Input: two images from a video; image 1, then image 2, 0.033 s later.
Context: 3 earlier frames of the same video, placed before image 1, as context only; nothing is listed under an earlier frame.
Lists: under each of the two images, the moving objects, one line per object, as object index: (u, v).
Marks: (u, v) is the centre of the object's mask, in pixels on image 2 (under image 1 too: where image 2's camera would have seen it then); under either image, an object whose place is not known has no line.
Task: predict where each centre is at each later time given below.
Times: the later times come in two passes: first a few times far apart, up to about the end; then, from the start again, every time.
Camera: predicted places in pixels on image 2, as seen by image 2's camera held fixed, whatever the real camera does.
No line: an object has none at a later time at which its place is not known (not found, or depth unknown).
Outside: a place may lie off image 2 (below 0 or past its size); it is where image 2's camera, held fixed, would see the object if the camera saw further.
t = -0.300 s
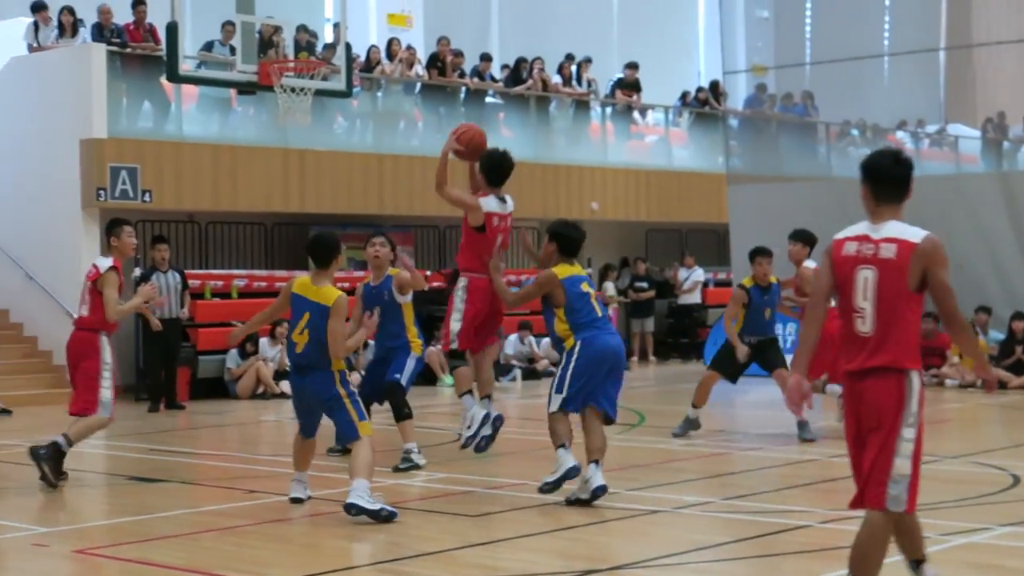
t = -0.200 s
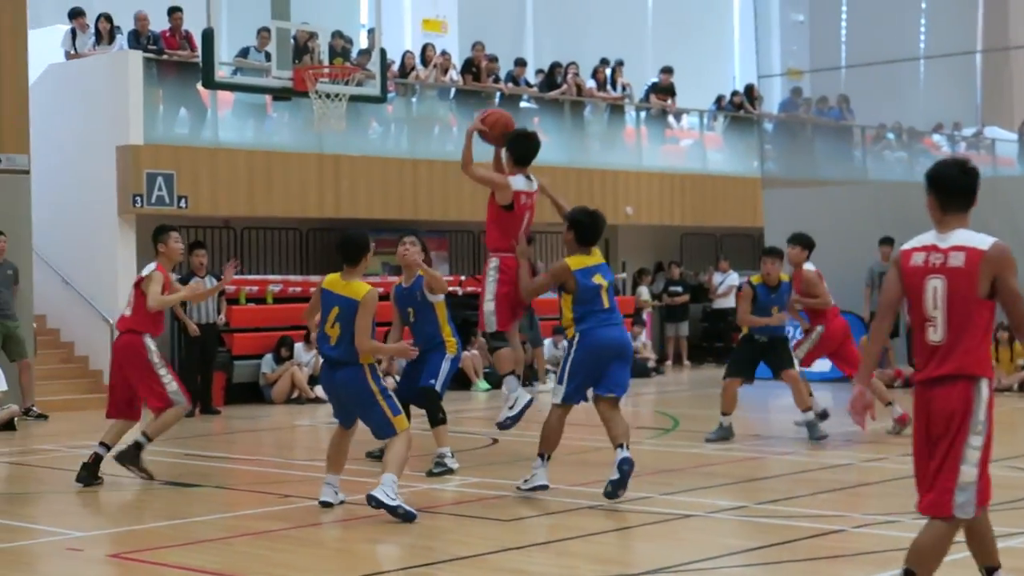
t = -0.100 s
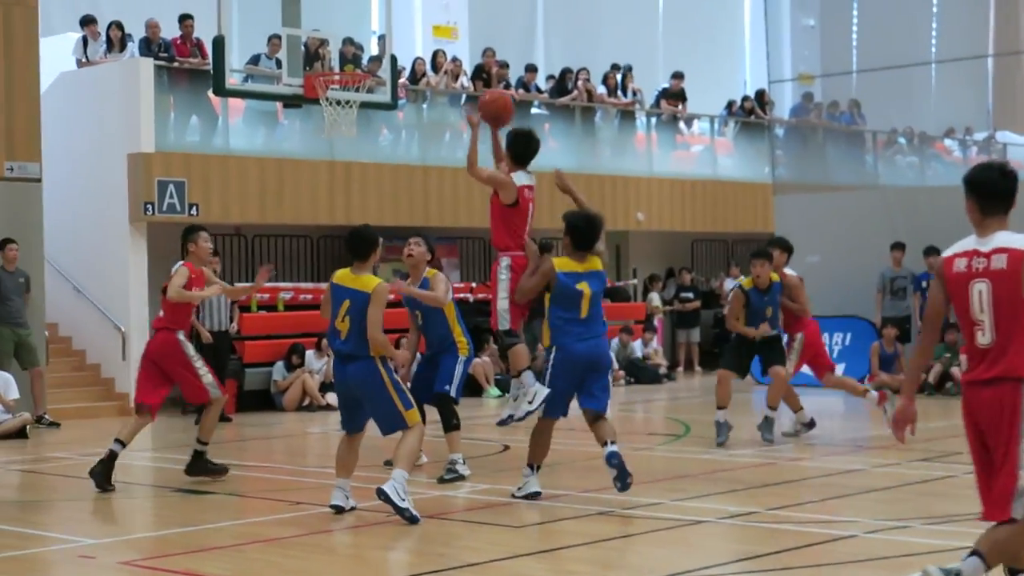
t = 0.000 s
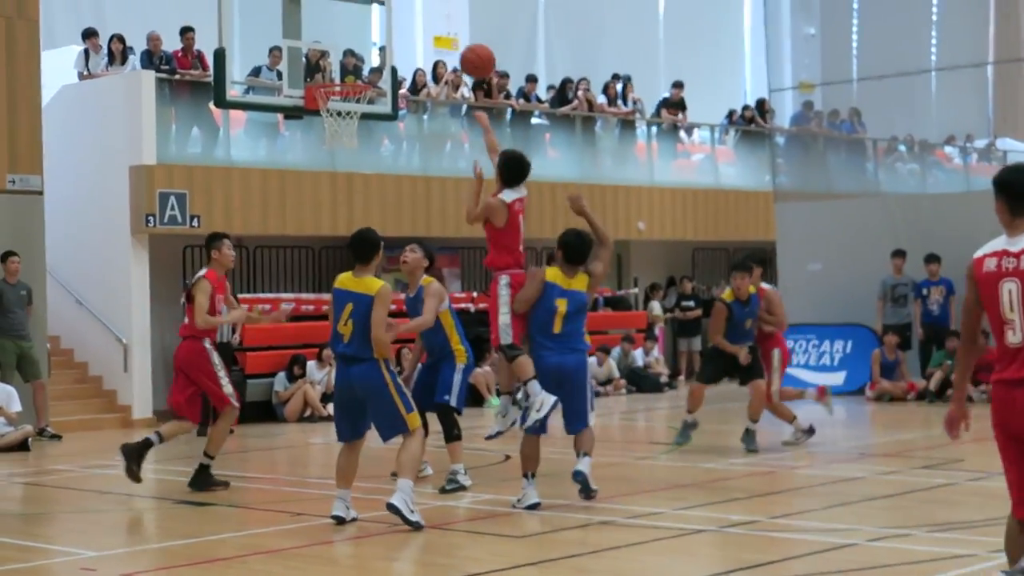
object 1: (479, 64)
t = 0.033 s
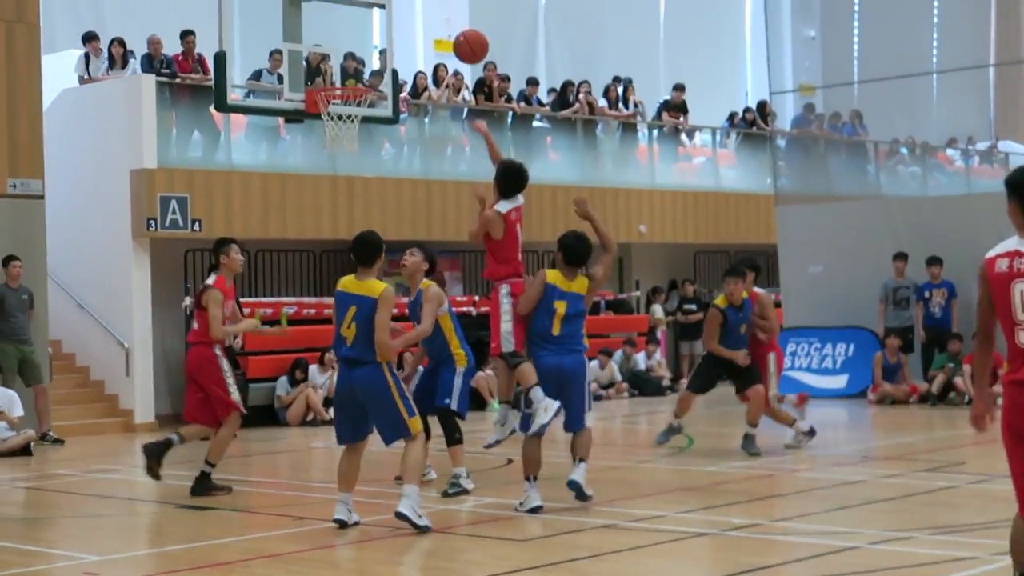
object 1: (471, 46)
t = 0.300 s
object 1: (421, -19)
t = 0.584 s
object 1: (379, 4)
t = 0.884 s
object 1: (339, 124)
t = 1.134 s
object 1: (300, 225)
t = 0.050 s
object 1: (467, 39)
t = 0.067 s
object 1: (464, 31)
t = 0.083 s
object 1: (461, 24)
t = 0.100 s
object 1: (458, 17)
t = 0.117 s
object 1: (455, 12)
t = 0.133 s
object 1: (451, 6)
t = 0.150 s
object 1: (448, 2)
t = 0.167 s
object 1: (445, -2)
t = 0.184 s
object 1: (442, -5)
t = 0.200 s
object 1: (439, -8)
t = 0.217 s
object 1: (436, -10)
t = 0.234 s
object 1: (433, -12)
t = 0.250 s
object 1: (430, -14)
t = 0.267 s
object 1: (427, -16)
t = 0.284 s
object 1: (424, -18)
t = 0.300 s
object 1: (421, -19)
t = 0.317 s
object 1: (419, -20)
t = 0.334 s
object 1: (416, -20)
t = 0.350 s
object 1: (413, -21)
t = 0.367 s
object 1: (411, -22)
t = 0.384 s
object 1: (408, -22)
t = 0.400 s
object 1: (405, -21)
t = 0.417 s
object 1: (403, -21)
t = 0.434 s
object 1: (401, -21)
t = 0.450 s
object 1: (398, -20)
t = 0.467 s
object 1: (396, -19)
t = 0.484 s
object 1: (394, -18)
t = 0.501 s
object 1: (391, -15)
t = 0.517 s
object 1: (389, -11)
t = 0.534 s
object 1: (386, -8)
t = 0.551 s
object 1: (384, -4)
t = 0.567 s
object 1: (382, 0)
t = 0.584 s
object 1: (379, 4)
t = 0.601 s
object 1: (377, 9)
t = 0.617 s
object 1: (375, 14)
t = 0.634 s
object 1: (373, 19)
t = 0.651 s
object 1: (371, 25)
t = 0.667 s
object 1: (368, 31)
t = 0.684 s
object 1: (366, 37)
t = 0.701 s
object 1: (364, 44)
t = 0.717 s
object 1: (363, 50)
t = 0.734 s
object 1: (360, 59)
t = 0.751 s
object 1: (358, 65)
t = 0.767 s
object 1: (357, 73)
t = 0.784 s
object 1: (355, 77)
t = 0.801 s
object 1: (353, 80)
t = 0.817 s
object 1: (351, 98)
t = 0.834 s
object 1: (349, 102)
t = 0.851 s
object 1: (346, 106)
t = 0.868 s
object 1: (341, 117)
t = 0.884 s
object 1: (339, 124)
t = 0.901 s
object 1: (335, 128)
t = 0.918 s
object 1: (332, 134)
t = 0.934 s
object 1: (330, 138)
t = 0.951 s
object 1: (327, 145)
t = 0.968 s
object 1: (325, 150)
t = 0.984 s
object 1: (323, 156)
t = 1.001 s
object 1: (320, 162)
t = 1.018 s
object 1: (317, 169)
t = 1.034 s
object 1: (315, 176)
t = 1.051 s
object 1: (313, 183)
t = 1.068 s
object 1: (310, 191)
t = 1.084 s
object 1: (308, 199)
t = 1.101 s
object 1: (305, 207)
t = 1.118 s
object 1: (303, 216)
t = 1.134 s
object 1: (300, 225)
